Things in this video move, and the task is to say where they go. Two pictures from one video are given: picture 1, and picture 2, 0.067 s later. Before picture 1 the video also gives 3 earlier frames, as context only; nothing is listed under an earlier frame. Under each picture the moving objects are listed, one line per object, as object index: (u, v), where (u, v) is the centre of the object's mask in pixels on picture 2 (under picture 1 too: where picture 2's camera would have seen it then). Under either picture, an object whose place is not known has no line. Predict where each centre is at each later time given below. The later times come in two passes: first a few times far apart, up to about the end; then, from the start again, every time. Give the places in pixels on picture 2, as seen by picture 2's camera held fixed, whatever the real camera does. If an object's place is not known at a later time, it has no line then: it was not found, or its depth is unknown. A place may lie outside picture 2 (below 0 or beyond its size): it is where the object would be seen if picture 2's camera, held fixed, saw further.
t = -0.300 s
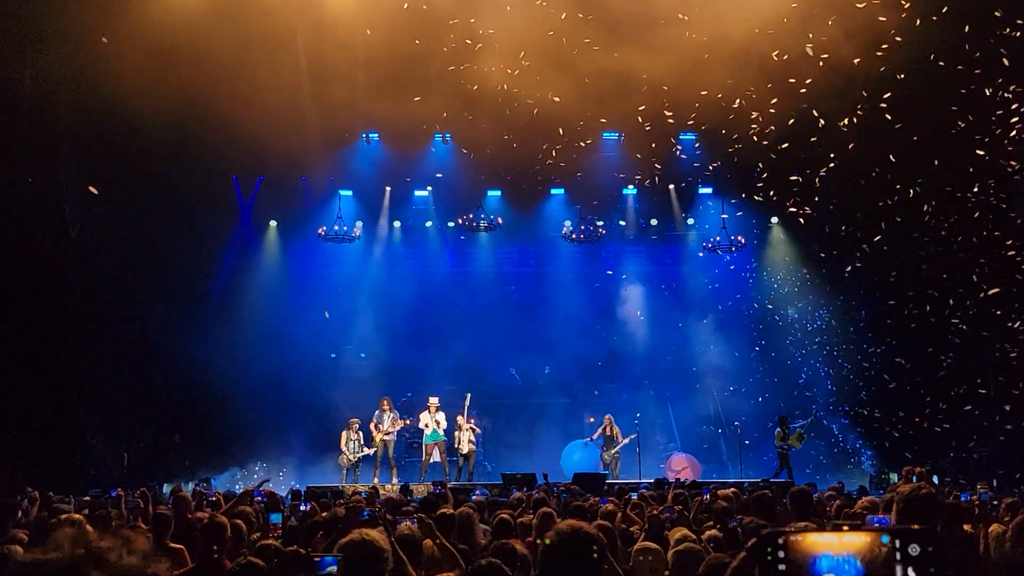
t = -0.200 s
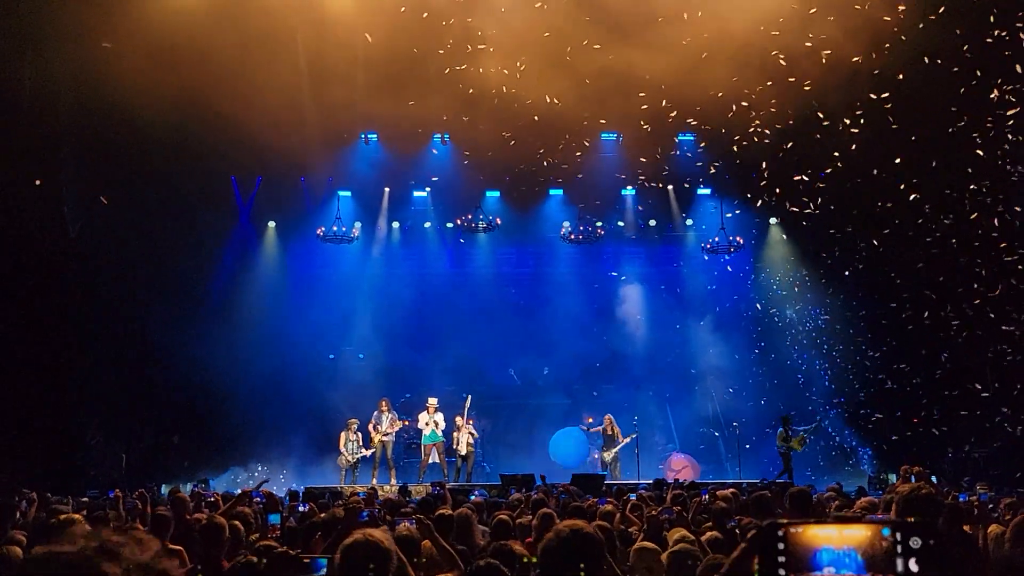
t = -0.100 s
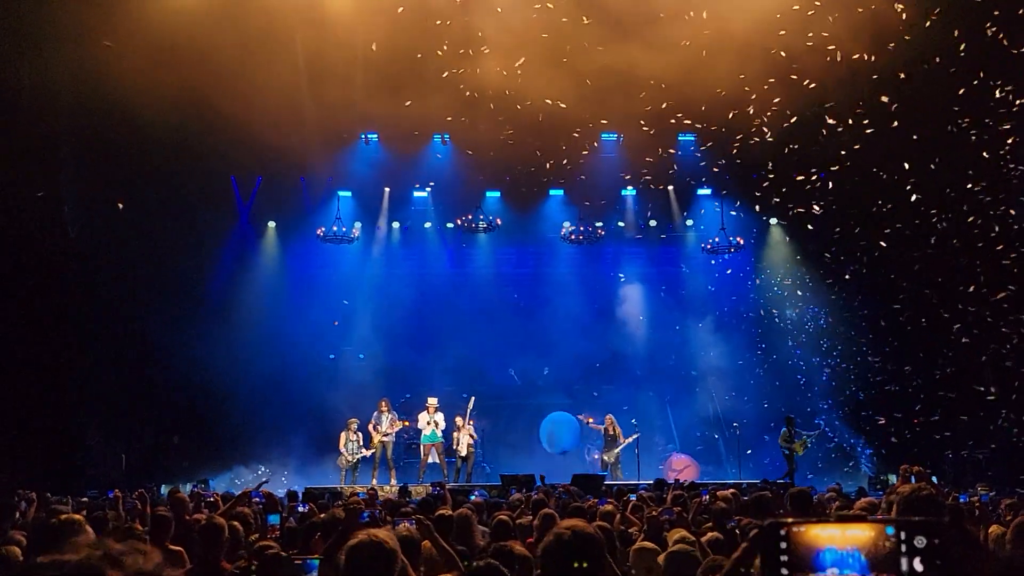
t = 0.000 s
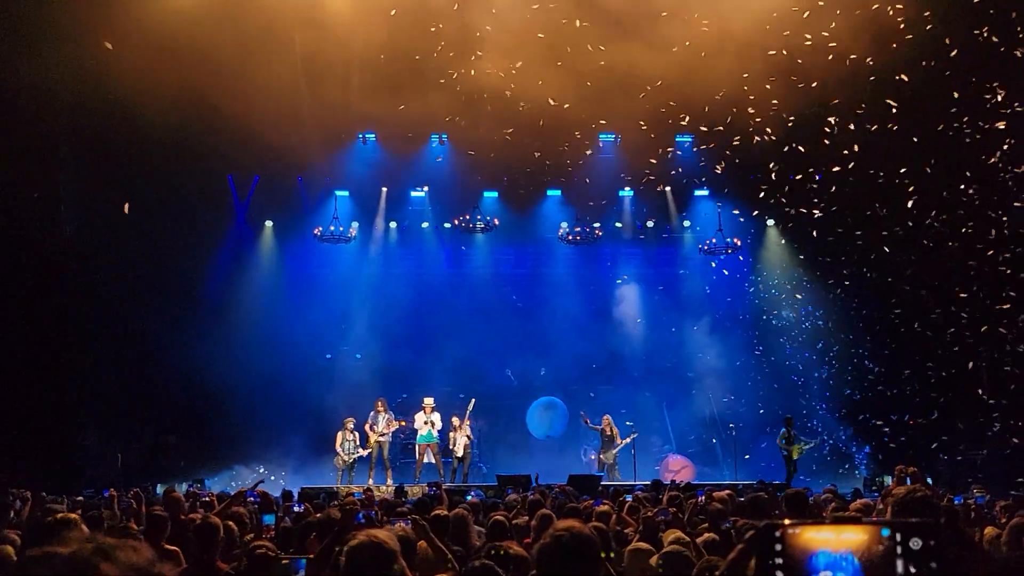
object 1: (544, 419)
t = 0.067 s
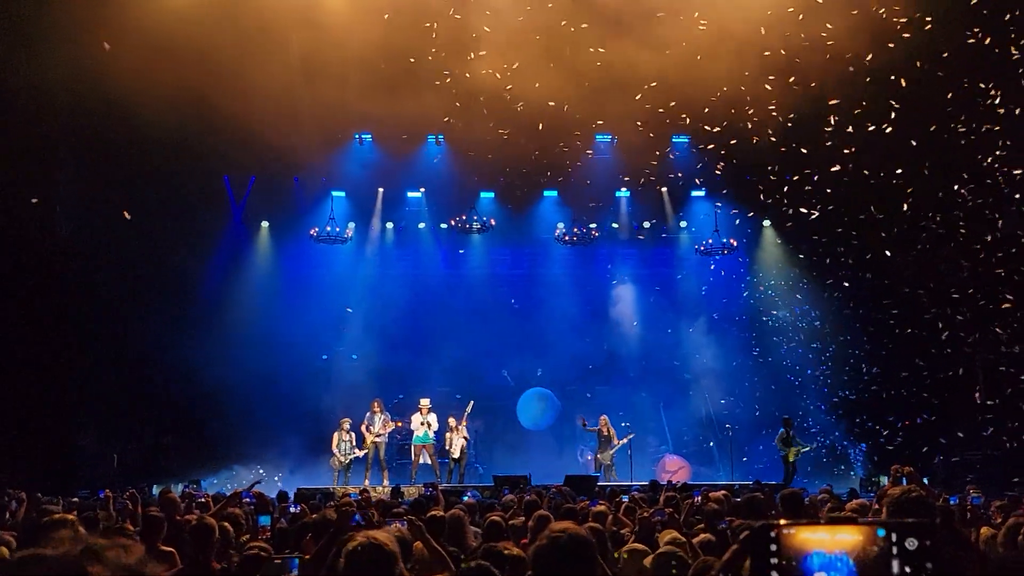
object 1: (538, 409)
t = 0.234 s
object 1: (525, 382)
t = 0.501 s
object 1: (513, 343)
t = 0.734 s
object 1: (508, 320)
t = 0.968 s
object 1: (503, 306)
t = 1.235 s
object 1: (502, 295)
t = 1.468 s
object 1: (501, 291)
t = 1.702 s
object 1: (499, 295)
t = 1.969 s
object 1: (497, 304)
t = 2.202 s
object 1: (496, 316)
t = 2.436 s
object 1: (497, 334)
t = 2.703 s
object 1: (500, 363)
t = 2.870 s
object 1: (502, 384)
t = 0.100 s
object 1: (534, 404)
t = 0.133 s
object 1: (532, 398)
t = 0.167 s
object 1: (529, 393)
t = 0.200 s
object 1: (527, 387)
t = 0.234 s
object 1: (525, 382)
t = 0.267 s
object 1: (523, 377)
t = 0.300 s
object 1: (521, 372)
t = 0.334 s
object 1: (520, 367)
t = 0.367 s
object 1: (518, 362)
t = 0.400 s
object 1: (517, 358)
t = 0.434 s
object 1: (516, 353)
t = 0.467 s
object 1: (513, 347)
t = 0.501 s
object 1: (513, 343)
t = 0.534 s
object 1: (512, 340)
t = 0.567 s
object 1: (511, 336)
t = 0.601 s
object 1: (510, 333)
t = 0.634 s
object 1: (509, 330)
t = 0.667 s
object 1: (509, 327)
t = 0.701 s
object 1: (508, 324)
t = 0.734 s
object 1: (508, 320)
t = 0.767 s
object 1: (507, 318)
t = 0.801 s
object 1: (506, 316)
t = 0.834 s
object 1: (506, 313)
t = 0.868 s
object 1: (505, 311)
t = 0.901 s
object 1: (505, 310)
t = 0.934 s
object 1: (503, 308)
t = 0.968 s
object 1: (503, 306)
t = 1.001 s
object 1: (502, 304)
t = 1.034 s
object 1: (502, 302)
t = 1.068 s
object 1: (502, 301)
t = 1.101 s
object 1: (502, 299)
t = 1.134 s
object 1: (502, 297)
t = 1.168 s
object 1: (502, 296)
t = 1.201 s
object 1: (502, 295)
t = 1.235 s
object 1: (502, 295)
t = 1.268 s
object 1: (501, 294)
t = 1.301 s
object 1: (501, 293)
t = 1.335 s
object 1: (501, 292)
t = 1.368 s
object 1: (501, 291)
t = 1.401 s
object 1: (501, 291)
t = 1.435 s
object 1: (501, 291)
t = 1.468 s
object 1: (501, 291)
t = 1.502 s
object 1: (501, 292)
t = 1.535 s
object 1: (500, 292)
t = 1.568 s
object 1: (500, 292)
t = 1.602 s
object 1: (500, 293)
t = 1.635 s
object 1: (499, 293)
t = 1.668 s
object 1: (499, 294)
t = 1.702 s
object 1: (499, 295)
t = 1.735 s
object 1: (499, 295)
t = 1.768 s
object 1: (499, 296)
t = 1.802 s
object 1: (499, 297)
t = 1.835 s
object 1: (499, 298)
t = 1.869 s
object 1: (498, 299)
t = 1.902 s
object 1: (498, 301)
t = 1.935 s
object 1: (498, 302)
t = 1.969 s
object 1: (497, 304)
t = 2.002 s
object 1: (497, 305)
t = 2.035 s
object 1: (497, 307)
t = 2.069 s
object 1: (497, 308)
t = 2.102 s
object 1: (496, 310)
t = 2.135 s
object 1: (496, 312)
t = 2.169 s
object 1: (496, 314)
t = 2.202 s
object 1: (496, 316)
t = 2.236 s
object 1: (496, 318)
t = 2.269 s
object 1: (497, 320)
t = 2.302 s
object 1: (497, 323)
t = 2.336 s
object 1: (497, 325)
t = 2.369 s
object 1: (497, 328)
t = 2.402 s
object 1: (497, 331)
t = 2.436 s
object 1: (497, 334)
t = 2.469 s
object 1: (498, 337)
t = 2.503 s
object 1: (498, 340)
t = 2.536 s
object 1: (499, 343)
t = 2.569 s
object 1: (499, 347)
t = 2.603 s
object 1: (499, 351)
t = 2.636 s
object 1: (500, 355)
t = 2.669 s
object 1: (500, 359)
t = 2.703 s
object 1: (500, 363)
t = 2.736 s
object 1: (501, 367)
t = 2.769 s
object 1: (501, 371)
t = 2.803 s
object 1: (501, 375)
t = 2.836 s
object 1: (502, 380)
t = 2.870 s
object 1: (502, 384)
